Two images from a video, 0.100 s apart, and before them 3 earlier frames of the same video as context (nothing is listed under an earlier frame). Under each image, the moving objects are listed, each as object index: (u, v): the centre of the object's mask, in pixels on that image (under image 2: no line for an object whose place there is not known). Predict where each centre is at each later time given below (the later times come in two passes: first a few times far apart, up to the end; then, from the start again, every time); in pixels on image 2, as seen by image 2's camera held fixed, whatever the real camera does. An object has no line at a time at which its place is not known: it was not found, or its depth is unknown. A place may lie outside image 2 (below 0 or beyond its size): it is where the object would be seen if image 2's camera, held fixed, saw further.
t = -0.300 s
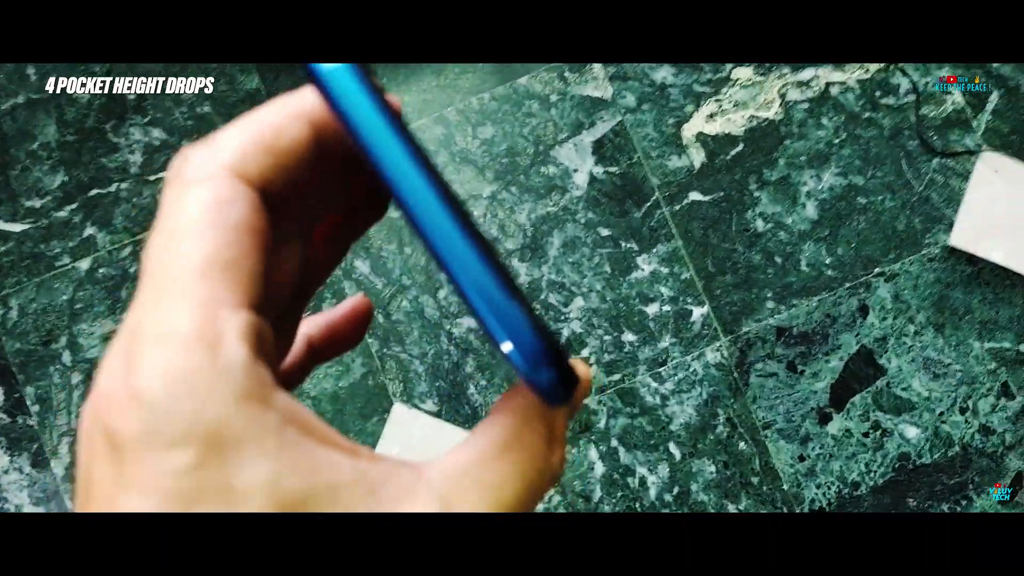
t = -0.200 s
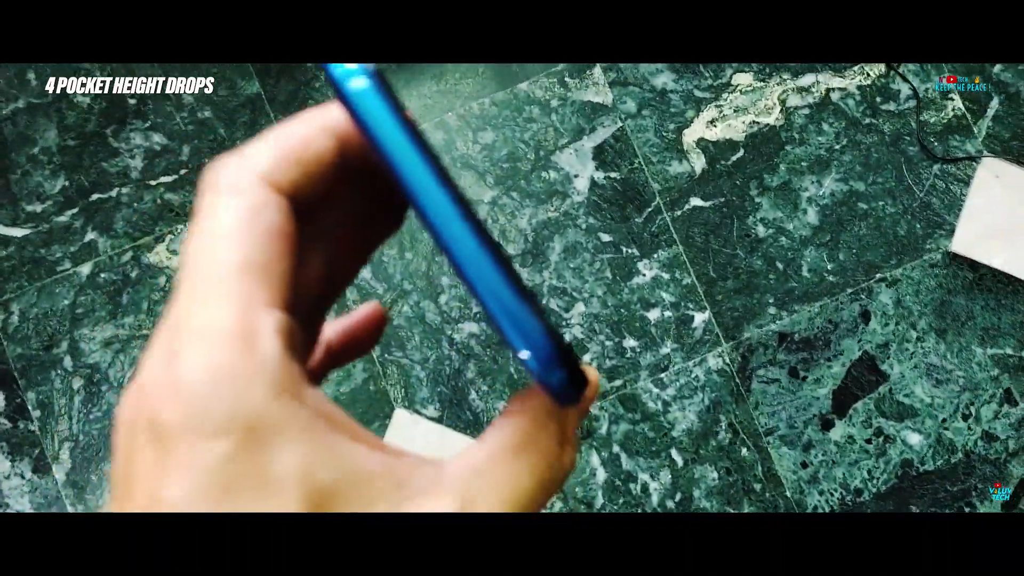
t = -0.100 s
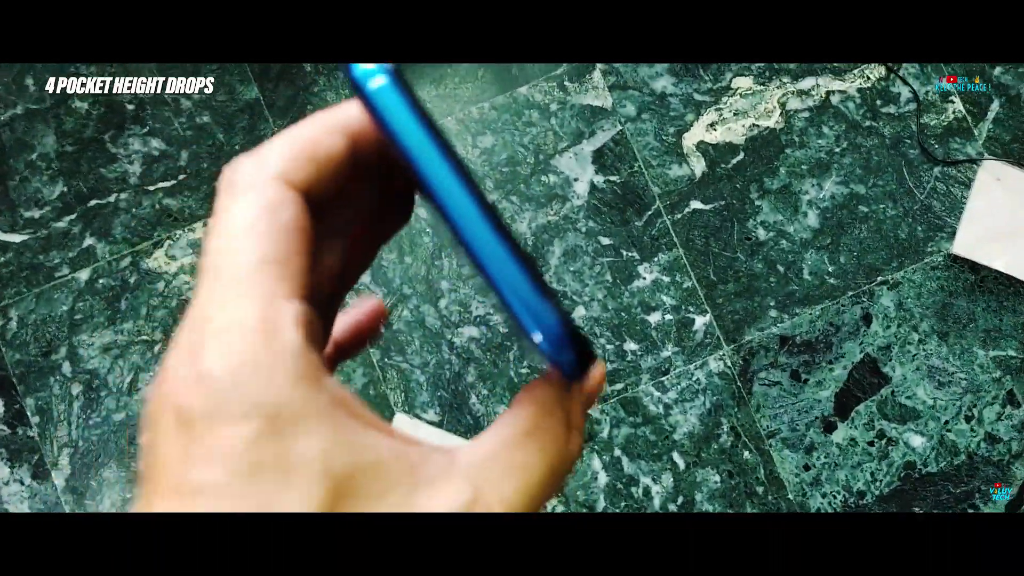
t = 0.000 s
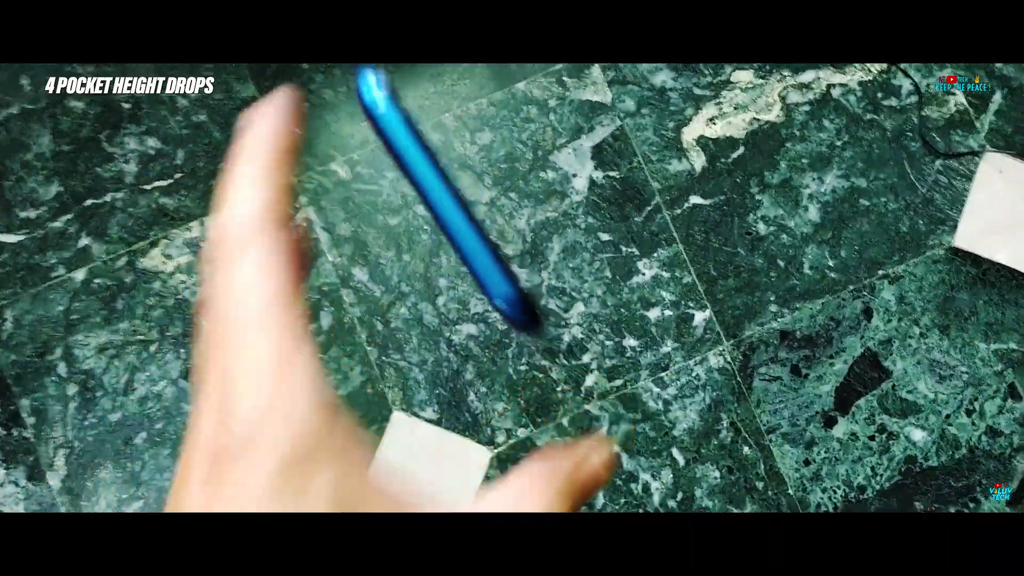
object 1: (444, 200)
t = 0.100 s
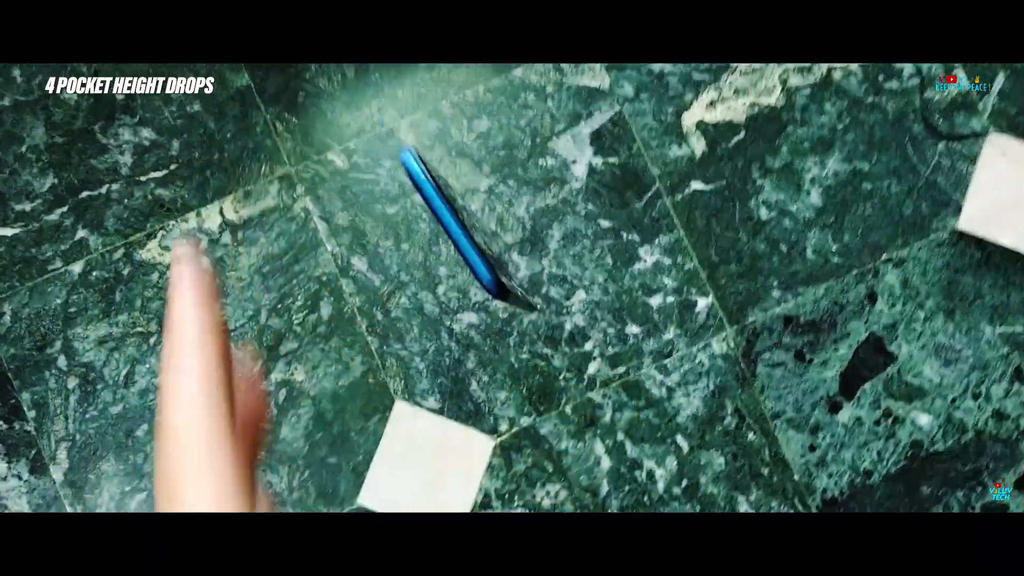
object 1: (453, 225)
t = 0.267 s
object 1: (481, 281)
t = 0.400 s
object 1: (468, 330)
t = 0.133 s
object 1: (459, 237)
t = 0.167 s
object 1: (463, 246)
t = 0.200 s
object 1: (466, 271)
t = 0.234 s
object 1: (490, 298)
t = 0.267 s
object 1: (481, 281)
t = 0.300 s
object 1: (463, 272)
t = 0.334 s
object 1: (468, 333)
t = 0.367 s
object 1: (469, 335)
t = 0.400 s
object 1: (468, 330)
